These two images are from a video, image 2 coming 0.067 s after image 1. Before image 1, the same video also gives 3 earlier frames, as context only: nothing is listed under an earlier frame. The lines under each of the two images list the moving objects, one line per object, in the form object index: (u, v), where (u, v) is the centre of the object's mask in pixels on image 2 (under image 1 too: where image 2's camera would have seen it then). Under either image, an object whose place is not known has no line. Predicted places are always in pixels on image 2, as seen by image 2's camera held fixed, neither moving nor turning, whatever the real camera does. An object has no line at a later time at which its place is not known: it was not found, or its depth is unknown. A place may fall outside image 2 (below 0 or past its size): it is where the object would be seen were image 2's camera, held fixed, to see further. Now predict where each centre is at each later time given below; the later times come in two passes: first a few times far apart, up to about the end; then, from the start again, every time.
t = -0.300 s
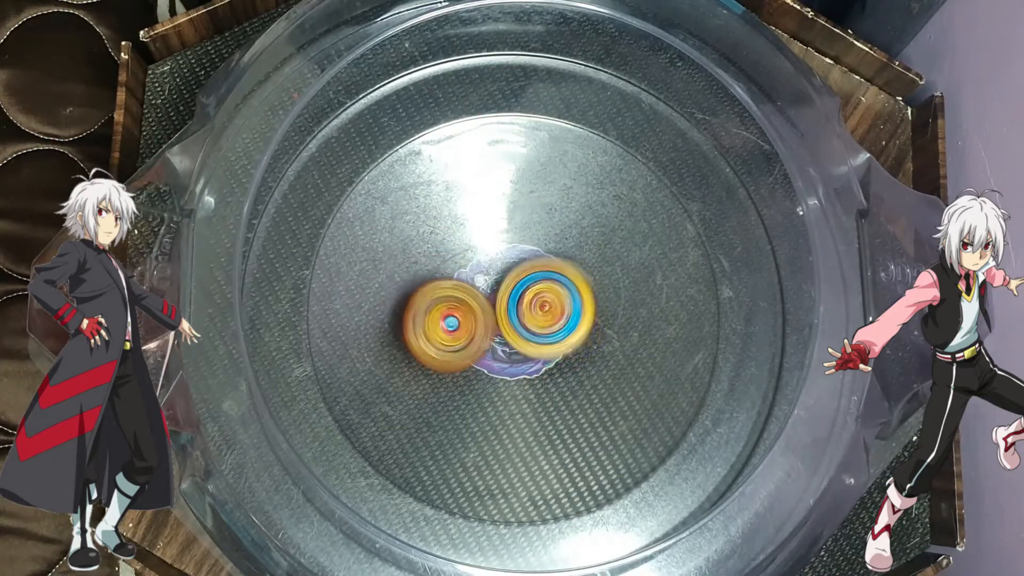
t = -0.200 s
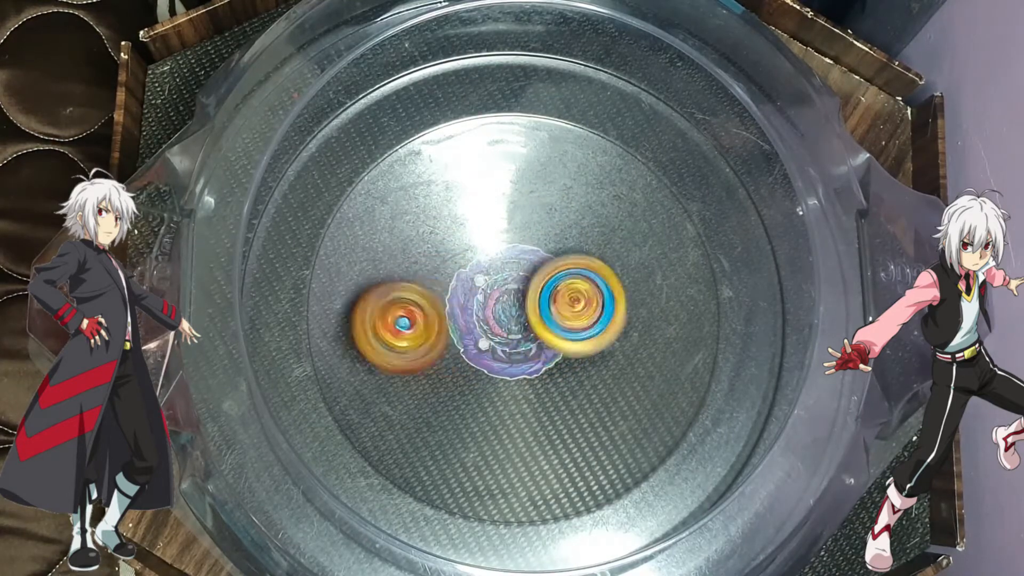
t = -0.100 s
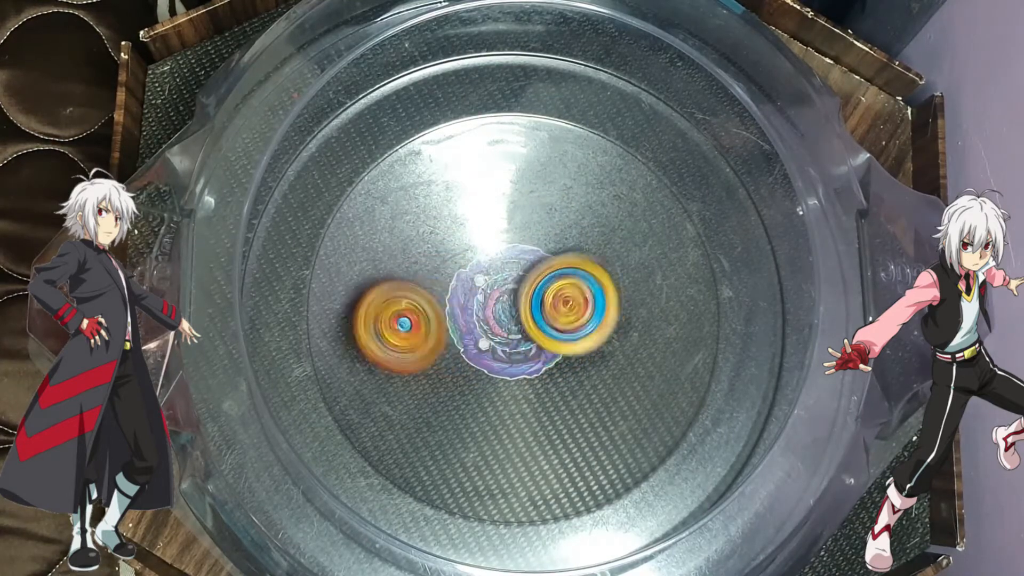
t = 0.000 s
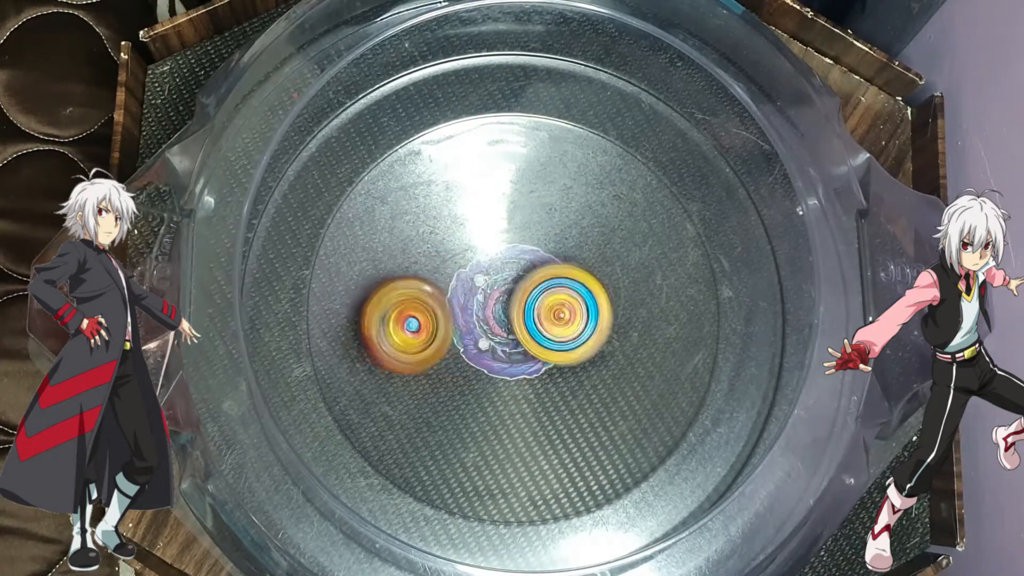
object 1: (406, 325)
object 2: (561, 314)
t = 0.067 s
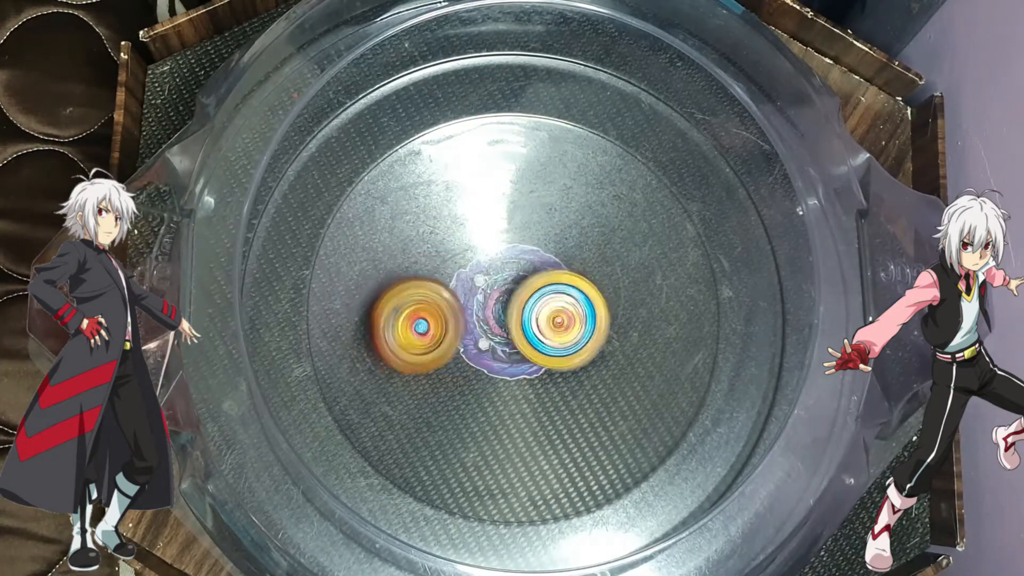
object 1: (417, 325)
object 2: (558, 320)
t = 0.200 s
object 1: (442, 326)
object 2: (557, 322)
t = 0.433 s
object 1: (456, 338)
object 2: (552, 312)
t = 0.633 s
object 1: (447, 340)
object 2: (542, 316)
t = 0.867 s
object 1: (450, 333)
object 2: (548, 313)
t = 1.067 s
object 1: (458, 322)
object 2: (559, 299)
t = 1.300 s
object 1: (441, 325)
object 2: (556, 298)
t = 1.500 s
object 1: (435, 330)
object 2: (542, 297)
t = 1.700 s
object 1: (452, 337)
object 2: (563, 280)
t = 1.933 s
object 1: (475, 352)
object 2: (567, 292)
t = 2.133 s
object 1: (475, 388)
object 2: (552, 292)
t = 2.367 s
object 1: (486, 387)
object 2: (546, 320)
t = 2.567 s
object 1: (481, 372)
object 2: (558, 291)
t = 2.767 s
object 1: (507, 341)
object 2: (554, 270)
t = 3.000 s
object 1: (505, 337)
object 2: (496, 252)
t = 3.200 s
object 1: (501, 339)
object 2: (488, 261)
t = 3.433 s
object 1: (508, 343)
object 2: (488, 263)
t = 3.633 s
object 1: (509, 340)
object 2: (491, 263)
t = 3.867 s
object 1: (514, 340)
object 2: (491, 264)
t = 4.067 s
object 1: (517, 340)
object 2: (492, 264)
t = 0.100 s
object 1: (422, 327)
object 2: (556, 321)
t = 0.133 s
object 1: (434, 325)
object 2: (554, 322)
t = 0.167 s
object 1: (445, 325)
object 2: (550, 324)
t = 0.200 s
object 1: (442, 326)
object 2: (557, 322)
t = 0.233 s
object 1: (443, 326)
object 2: (562, 321)
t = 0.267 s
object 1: (449, 329)
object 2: (565, 319)
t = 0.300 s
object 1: (455, 333)
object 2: (562, 315)
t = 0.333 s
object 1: (456, 336)
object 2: (558, 315)
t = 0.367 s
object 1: (457, 338)
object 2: (557, 311)
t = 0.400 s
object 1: (457, 338)
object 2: (553, 312)
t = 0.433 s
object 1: (456, 338)
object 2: (552, 312)
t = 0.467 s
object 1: (453, 337)
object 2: (551, 312)
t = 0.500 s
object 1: (451, 337)
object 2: (552, 312)
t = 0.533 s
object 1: (452, 338)
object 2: (549, 311)
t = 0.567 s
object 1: (451, 340)
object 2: (546, 313)
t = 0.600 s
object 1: (450, 341)
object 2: (543, 315)
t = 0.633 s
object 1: (447, 340)
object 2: (542, 316)
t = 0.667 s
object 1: (445, 340)
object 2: (543, 316)
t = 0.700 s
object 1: (445, 340)
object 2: (541, 317)
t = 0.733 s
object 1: (445, 339)
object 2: (544, 316)
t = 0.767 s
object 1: (446, 338)
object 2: (543, 315)
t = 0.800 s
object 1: (446, 338)
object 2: (545, 316)
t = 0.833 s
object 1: (446, 336)
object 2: (548, 313)
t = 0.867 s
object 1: (450, 333)
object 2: (548, 313)
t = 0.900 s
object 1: (453, 332)
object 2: (548, 312)
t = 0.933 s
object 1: (455, 331)
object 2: (552, 308)
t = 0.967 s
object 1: (455, 330)
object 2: (554, 304)
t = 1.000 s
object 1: (454, 328)
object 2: (556, 302)
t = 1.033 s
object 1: (456, 325)
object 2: (557, 302)
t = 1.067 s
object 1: (458, 322)
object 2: (559, 299)
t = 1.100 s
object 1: (457, 322)
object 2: (557, 299)
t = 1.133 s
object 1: (456, 319)
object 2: (558, 299)
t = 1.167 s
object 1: (456, 318)
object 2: (556, 299)
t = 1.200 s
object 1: (461, 319)
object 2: (554, 300)
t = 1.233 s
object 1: (462, 321)
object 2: (552, 301)
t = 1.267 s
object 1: (448, 323)
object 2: (555, 300)
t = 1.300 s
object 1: (441, 325)
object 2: (556, 298)
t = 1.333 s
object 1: (438, 324)
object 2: (553, 297)
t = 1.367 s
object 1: (439, 323)
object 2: (548, 299)
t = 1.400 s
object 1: (445, 325)
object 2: (543, 301)
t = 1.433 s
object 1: (442, 328)
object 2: (540, 300)
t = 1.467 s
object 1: (435, 330)
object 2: (541, 297)
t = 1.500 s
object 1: (435, 330)
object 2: (542, 297)
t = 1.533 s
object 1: (439, 330)
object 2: (542, 294)
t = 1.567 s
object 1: (444, 330)
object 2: (542, 294)
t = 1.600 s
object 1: (449, 330)
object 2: (543, 294)
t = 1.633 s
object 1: (455, 330)
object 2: (548, 289)
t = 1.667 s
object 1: (452, 335)
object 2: (556, 283)
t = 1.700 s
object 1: (452, 337)
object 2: (563, 280)
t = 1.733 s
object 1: (456, 338)
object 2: (570, 279)
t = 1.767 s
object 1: (462, 341)
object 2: (573, 279)
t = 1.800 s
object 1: (465, 345)
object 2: (574, 280)
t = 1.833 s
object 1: (467, 347)
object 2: (574, 281)
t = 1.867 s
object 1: (469, 350)
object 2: (571, 282)
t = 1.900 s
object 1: (471, 352)
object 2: (568, 286)
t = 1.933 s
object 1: (475, 352)
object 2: (567, 292)
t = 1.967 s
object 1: (481, 354)
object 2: (565, 294)
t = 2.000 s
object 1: (483, 357)
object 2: (560, 295)
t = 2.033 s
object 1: (484, 360)
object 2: (555, 296)
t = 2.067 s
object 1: (479, 368)
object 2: (554, 296)
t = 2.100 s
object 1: (474, 379)
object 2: (554, 293)
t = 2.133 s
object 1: (475, 388)
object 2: (552, 292)
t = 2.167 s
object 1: (476, 394)
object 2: (550, 294)
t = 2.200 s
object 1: (475, 396)
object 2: (551, 299)
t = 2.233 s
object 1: (475, 394)
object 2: (550, 303)
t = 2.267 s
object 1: (478, 392)
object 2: (545, 309)
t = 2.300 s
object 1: (482, 390)
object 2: (543, 314)
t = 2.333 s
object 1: (485, 388)
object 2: (543, 319)
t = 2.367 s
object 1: (486, 387)
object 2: (546, 320)
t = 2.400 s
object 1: (485, 385)
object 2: (546, 320)
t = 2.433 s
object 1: (483, 381)
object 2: (549, 319)
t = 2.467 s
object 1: (484, 377)
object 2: (549, 313)
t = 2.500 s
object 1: (479, 377)
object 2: (552, 305)
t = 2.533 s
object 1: (479, 376)
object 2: (556, 298)
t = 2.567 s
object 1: (481, 372)
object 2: (558, 291)
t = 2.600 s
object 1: (488, 369)
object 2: (560, 286)
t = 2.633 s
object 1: (495, 363)
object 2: (563, 282)
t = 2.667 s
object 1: (502, 351)
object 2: (564, 277)
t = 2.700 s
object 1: (508, 341)
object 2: (563, 274)
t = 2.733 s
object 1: (510, 335)
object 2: (562, 276)
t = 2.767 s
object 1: (507, 341)
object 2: (554, 270)
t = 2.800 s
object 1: (506, 347)
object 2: (543, 267)
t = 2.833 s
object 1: (505, 346)
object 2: (531, 262)
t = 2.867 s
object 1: (508, 343)
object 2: (518, 258)
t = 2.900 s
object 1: (507, 340)
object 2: (509, 255)
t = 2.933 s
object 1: (507, 336)
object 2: (503, 252)
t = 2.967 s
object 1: (506, 336)
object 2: (498, 252)
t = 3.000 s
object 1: (505, 337)
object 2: (496, 252)
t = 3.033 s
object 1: (504, 338)
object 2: (494, 254)
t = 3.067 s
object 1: (503, 339)
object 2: (493, 255)
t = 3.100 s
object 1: (502, 337)
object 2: (492, 256)
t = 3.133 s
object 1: (501, 335)
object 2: (490, 258)
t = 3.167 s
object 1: (500, 336)
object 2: (489, 259)
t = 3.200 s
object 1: (501, 339)
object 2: (488, 261)
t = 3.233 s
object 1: (502, 340)
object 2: (488, 261)
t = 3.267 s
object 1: (502, 339)
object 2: (488, 261)
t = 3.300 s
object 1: (504, 339)
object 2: (489, 261)
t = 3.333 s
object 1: (506, 341)
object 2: (489, 263)
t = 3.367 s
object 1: (507, 341)
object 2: (489, 263)
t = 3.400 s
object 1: (508, 343)
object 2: (488, 264)
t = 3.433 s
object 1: (508, 343)
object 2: (488, 263)
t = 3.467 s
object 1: (508, 342)
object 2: (488, 263)
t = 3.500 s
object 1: (508, 342)
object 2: (488, 263)
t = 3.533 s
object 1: (508, 343)
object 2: (489, 263)
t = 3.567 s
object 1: (507, 344)
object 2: (489, 263)
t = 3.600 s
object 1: (508, 342)
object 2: (490, 263)
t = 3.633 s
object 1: (509, 340)
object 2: (491, 263)
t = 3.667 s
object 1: (510, 339)
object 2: (491, 263)
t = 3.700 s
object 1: (511, 339)
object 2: (491, 263)
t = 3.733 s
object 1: (513, 339)
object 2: (492, 263)
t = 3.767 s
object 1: (513, 340)
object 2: (492, 263)
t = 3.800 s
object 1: (513, 339)
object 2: (492, 263)
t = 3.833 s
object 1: (514, 339)
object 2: (491, 264)
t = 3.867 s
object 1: (514, 340)
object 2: (491, 264)
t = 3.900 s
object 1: (515, 339)
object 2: (491, 264)
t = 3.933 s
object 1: (515, 340)
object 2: (492, 263)
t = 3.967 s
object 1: (516, 340)
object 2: (492, 263)
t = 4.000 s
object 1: (516, 340)
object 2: (492, 264)
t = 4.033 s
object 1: (516, 340)
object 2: (492, 264)
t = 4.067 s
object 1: (517, 340)
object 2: (492, 264)
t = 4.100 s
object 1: (517, 340)
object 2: (492, 264)
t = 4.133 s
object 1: (518, 340)
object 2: (492, 264)
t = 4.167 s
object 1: (518, 340)
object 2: (492, 264)
